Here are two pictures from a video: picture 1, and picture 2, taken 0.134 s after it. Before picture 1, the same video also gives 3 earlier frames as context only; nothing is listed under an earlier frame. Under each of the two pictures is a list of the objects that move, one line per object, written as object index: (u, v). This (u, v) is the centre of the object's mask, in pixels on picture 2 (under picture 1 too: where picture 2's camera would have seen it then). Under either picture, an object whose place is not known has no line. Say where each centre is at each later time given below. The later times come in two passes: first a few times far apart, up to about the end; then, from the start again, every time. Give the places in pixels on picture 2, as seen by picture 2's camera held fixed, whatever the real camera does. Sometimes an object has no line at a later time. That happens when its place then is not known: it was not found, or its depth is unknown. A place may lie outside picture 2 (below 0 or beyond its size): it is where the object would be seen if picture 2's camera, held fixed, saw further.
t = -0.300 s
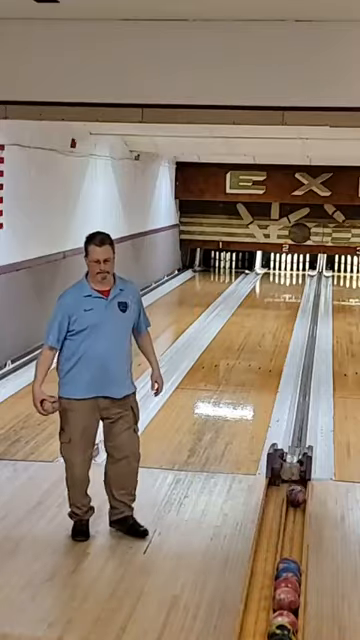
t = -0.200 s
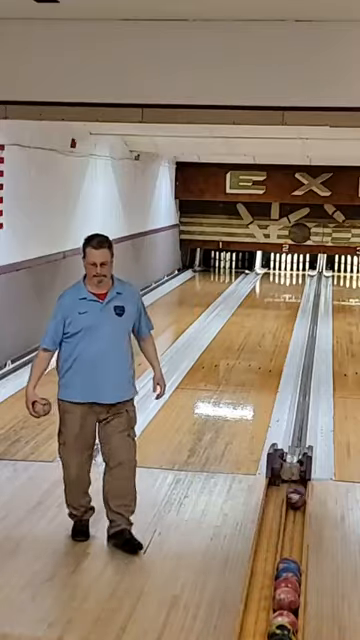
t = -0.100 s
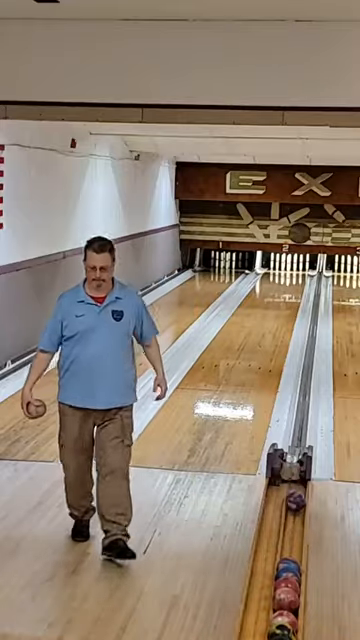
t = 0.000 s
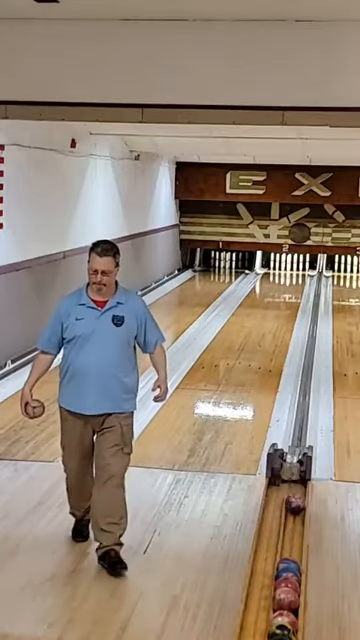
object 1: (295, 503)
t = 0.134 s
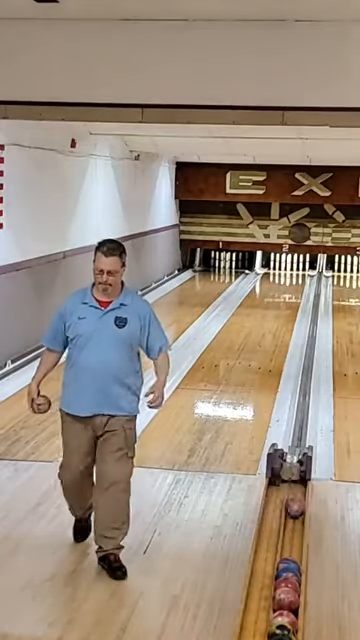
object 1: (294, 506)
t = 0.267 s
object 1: (294, 507)
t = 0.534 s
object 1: (293, 518)
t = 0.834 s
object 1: (292, 528)
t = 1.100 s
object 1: (292, 537)
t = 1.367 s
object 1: (290, 548)
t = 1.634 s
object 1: (290, 554)
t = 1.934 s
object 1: (290, 556)
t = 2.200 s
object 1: (290, 556)
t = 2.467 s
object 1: (290, 556)
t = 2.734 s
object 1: (290, 556)
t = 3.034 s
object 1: (290, 556)
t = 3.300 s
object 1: (291, 556)
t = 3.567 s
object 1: (290, 556)
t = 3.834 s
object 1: (290, 556)
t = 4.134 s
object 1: (290, 556)
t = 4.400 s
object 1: (290, 556)
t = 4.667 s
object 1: (290, 555)
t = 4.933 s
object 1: (290, 556)
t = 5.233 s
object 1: (290, 556)
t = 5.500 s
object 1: (290, 556)
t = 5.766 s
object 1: (290, 556)
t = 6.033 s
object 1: (290, 556)
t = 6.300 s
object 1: (291, 556)
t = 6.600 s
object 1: (290, 556)
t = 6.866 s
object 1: (290, 556)
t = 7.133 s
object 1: (290, 556)
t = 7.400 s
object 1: (290, 556)
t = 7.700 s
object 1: (289, 556)
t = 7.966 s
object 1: (290, 556)
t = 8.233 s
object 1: (291, 555)
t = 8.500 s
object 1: (292, 555)
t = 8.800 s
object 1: (292, 555)
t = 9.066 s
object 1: (292, 555)
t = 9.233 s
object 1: (292, 555)
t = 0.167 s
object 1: (294, 506)
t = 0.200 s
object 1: (294, 506)
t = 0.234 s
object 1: (294, 507)
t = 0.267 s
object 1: (294, 507)
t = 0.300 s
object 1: (294, 508)
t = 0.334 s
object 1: (294, 508)
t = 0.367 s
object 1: (294, 509)
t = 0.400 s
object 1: (294, 510)
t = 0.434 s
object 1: (294, 510)
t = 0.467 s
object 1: (293, 514)
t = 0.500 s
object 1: (293, 517)
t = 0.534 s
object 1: (293, 518)
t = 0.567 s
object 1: (293, 520)
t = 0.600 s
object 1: (293, 520)
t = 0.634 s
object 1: (293, 521)
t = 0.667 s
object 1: (292, 523)
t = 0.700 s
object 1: (292, 524)
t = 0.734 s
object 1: (292, 525)
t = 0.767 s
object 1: (292, 526)
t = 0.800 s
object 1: (292, 527)
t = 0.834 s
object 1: (292, 528)
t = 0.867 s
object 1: (292, 529)
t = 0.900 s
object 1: (292, 530)
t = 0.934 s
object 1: (291, 532)
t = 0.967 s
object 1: (292, 532)
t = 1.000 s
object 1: (292, 534)
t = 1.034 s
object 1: (292, 535)
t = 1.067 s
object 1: (292, 536)
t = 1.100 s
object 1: (292, 537)
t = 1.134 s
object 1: (291, 539)
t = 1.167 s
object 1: (292, 539)
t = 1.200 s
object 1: (291, 540)
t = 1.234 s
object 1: (291, 541)
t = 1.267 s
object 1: (291, 543)
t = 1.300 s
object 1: (291, 544)
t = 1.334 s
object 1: (290, 546)
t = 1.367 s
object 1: (290, 548)
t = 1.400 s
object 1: (291, 549)
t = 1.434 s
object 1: (290, 549)
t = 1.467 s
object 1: (290, 549)
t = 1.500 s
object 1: (290, 550)
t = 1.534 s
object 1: (290, 550)
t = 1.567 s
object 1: (290, 551)
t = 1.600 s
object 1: (290, 553)
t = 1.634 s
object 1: (290, 554)
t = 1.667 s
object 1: (290, 555)
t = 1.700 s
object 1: (290, 555)
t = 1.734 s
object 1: (290, 556)
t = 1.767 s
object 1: (290, 556)
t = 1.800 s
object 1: (290, 556)
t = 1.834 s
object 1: (290, 556)
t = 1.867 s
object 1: (290, 557)
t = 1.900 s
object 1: (290, 557)
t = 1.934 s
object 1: (290, 556)
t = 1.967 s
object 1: (290, 556)
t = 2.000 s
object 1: (290, 556)
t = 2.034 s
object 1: (290, 556)
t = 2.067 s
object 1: (290, 556)
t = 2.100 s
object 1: (290, 556)
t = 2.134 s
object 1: (290, 556)
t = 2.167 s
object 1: (290, 556)
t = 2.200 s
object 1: (290, 556)
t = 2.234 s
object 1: (290, 556)
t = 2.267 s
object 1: (290, 556)
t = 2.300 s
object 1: (290, 556)
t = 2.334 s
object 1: (290, 556)
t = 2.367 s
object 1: (290, 556)
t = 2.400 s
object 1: (290, 556)
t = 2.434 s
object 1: (290, 556)
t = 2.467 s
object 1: (290, 556)
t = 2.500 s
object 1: (290, 556)
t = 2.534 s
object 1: (290, 556)
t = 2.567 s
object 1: (290, 556)
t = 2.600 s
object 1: (290, 556)
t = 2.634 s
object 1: (290, 556)
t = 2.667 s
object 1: (290, 556)
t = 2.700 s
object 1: (290, 556)
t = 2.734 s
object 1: (290, 556)
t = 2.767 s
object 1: (290, 556)
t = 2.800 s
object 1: (290, 556)
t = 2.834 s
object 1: (290, 556)
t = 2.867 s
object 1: (290, 556)
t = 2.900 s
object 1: (290, 556)
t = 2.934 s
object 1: (290, 556)
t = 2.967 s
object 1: (290, 556)
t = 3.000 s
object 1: (290, 556)
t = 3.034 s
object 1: (290, 556)
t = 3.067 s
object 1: (290, 556)
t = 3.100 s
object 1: (290, 556)
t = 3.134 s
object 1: (290, 556)
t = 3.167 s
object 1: (290, 556)
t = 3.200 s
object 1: (290, 556)
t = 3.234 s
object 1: (291, 556)
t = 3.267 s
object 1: (291, 556)
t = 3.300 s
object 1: (291, 556)
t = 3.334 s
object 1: (290, 556)
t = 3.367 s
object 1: (290, 556)
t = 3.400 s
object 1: (290, 556)
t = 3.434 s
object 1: (290, 555)
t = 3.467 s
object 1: (290, 555)
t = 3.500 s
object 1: (290, 556)
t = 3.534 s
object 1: (290, 556)
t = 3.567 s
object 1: (290, 556)
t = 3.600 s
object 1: (290, 556)
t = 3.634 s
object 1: (290, 556)
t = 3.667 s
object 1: (290, 556)
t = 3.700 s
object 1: (290, 556)
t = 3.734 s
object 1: (290, 556)
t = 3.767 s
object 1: (290, 556)
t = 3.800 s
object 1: (290, 556)
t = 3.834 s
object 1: (290, 556)
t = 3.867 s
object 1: (290, 556)
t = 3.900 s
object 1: (290, 556)
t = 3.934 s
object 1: (290, 556)
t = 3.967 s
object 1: (290, 556)
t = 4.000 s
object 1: (290, 556)
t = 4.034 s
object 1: (290, 556)
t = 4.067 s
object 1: (290, 556)
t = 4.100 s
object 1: (290, 556)
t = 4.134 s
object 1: (290, 556)
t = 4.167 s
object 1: (290, 556)
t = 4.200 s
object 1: (290, 556)
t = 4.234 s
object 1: (290, 556)
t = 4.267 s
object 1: (290, 556)
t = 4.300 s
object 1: (290, 556)
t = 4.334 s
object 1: (290, 556)
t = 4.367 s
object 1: (290, 556)
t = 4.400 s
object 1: (290, 556)
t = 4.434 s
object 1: (290, 556)
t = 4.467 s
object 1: (290, 555)
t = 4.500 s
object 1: (290, 556)
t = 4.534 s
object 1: (290, 556)
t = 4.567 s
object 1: (290, 556)
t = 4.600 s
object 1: (290, 556)
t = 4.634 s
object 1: (290, 556)
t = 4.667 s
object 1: (290, 555)
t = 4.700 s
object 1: (290, 556)
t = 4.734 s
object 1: (290, 556)
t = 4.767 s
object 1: (290, 556)
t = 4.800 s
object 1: (290, 556)
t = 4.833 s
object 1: (290, 556)
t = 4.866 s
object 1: (290, 556)
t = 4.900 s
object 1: (290, 556)
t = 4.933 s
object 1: (290, 556)
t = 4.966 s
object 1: (290, 556)
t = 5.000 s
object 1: (290, 556)
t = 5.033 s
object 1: (290, 556)
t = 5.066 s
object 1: (290, 556)
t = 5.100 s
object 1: (290, 556)
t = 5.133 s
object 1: (290, 556)
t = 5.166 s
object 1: (290, 556)
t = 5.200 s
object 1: (290, 556)
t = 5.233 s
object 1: (290, 556)
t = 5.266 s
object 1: (290, 556)
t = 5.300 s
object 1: (290, 556)
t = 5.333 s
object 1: (290, 556)
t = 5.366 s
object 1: (290, 556)
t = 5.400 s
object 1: (290, 556)
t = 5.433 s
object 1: (290, 556)
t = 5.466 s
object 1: (290, 556)
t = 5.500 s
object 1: (290, 556)
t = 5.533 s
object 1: (290, 556)
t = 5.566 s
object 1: (290, 556)
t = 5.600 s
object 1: (290, 556)
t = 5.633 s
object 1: (290, 556)
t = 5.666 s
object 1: (290, 556)
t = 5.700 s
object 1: (290, 556)
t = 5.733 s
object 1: (290, 556)
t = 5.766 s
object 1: (290, 556)
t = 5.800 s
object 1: (290, 556)
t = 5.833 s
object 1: (290, 556)
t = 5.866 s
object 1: (290, 556)
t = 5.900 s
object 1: (290, 556)
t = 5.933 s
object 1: (290, 556)
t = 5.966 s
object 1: (290, 556)
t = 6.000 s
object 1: (290, 556)
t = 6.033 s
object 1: (290, 556)
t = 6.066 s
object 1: (290, 556)
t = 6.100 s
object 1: (290, 556)
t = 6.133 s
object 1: (290, 556)
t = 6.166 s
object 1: (291, 556)
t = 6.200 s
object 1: (291, 556)
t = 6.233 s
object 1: (291, 555)
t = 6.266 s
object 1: (291, 556)
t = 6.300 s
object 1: (291, 556)
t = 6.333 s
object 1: (290, 556)
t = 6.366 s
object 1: (290, 556)
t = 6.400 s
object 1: (290, 556)
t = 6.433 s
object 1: (290, 556)
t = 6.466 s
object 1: (290, 556)
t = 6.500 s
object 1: (290, 556)
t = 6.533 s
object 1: (290, 556)
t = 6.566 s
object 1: (290, 556)
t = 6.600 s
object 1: (290, 556)
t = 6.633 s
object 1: (290, 556)
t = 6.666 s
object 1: (290, 556)
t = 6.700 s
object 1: (290, 556)
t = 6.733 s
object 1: (290, 556)
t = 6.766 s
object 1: (290, 556)
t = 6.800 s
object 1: (290, 556)
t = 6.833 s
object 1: (290, 556)
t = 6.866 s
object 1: (290, 556)
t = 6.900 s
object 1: (290, 556)
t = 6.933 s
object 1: (290, 556)
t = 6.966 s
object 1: (290, 556)
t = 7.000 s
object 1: (290, 556)
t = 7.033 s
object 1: (290, 556)
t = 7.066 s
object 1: (290, 556)
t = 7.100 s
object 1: (290, 556)
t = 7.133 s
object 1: (290, 556)
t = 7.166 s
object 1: (290, 556)
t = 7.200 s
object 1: (290, 556)
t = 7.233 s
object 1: (290, 556)
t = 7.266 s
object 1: (290, 556)
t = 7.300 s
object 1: (290, 556)
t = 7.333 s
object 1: (290, 556)
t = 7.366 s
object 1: (290, 556)
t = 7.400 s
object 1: (290, 556)
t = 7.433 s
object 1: (290, 556)
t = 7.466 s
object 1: (290, 556)
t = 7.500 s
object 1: (289, 556)
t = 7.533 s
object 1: (289, 556)
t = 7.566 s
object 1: (289, 556)
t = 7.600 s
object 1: (289, 556)
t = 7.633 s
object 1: (289, 556)
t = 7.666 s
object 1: (289, 556)
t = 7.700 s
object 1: (289, 556)
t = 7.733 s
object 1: (289, 556)
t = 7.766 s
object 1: (289, 556)
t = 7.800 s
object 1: (289, 556)
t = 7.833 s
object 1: (290, 556)
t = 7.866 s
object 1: (289, 556)
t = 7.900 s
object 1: (288, 556)
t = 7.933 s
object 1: (288, 556)
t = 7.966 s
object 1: (290, 556)
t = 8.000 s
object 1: (290, 556)
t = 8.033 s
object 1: (290, 556)
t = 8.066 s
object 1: (290, 556)
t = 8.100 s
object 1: (290, 556)
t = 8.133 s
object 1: (291, 556)
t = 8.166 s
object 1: (291, 556)
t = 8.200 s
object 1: (291, 555)
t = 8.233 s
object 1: (291, 555)
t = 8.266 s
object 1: (291, 555)
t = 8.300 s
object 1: (291, 555)
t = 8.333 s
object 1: (291, 555)
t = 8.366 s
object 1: (292, 555)
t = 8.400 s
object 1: (292, 555)
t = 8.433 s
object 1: (292, 555)
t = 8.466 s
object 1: (292, 555)
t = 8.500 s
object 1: (292, 555)
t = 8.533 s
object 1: (292, 555)
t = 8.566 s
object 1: (292, 555)
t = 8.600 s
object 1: (292, 555)
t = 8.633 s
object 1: (292, 555)
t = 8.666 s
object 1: (292, 555)
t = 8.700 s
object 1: (292, 555)
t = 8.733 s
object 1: (292, 555)
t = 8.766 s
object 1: (292, 555)
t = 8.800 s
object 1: (292, 555)
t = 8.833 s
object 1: (292, 555)
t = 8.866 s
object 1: (292, 555)
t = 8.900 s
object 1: (292, 555)
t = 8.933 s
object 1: (292, 555)
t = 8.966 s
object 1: (292, 555)
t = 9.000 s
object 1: (292, 555)
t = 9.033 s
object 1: (292, 555)
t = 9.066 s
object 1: (292, 555)
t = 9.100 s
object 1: (292, 555)
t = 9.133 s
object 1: (292, 555)
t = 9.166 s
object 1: (292, 555)
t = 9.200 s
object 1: (292, 555)
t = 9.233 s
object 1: (292, 555)
